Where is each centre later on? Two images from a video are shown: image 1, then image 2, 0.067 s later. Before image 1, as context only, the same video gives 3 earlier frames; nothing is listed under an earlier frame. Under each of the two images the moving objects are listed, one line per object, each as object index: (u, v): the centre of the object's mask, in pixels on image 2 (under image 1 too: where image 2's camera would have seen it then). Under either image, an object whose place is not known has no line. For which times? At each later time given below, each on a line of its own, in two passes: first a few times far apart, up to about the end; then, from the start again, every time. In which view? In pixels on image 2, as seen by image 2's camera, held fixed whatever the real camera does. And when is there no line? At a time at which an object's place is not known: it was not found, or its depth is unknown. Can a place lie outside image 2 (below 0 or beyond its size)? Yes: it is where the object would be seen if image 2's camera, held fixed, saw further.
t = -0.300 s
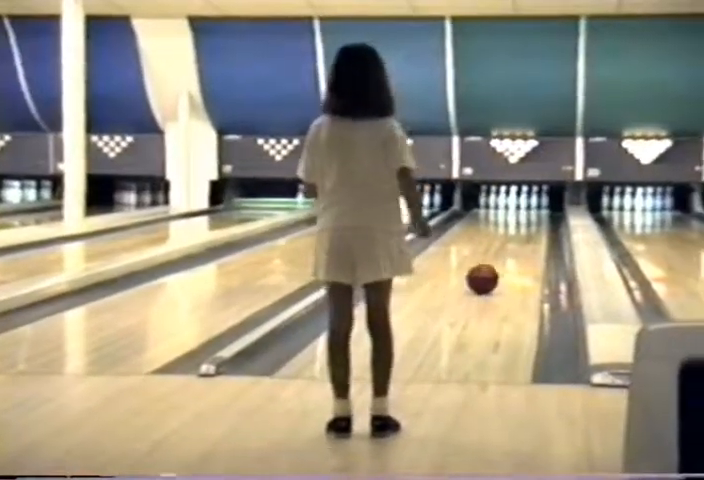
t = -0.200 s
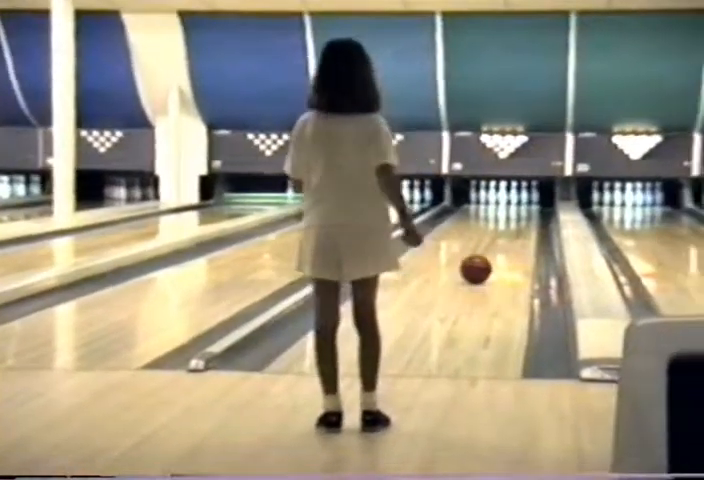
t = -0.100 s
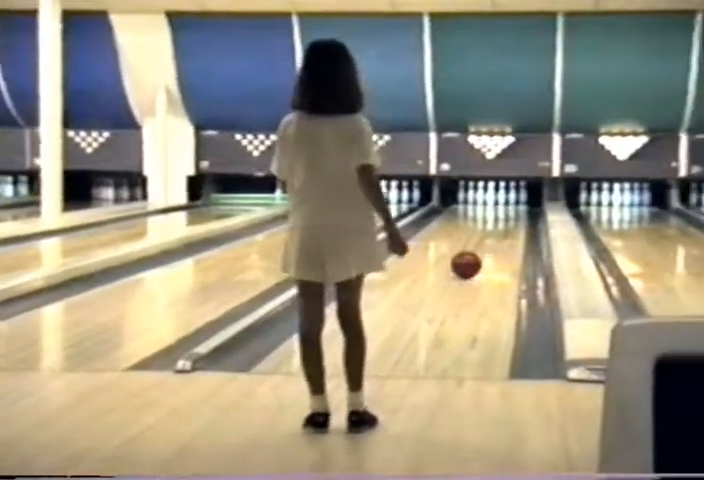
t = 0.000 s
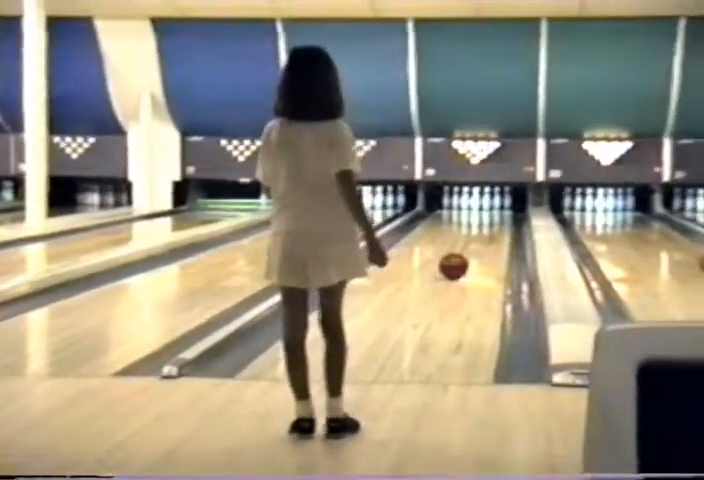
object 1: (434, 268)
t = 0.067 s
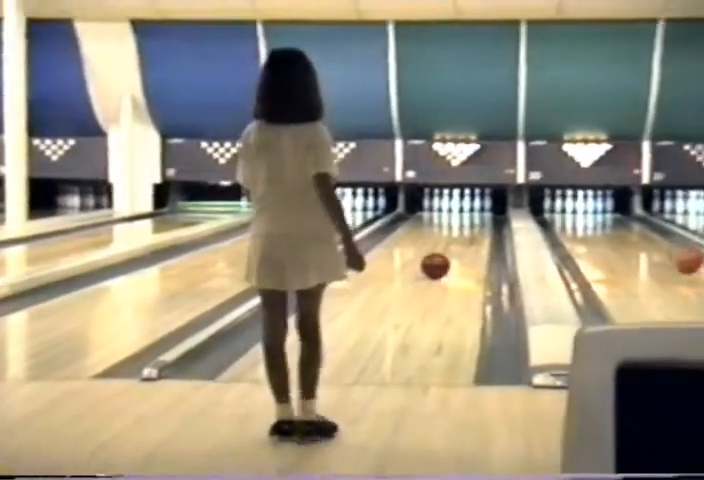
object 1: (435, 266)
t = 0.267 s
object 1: (439, 258)
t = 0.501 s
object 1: (442, 251)
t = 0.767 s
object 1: (443, 246)
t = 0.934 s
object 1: (443, 242)
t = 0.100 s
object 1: (435, 264)
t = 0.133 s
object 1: (436, 263)
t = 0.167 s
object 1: (437, 263)
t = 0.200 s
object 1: (438, 261)
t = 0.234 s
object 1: (438, 259)
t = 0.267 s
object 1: (439, 258)
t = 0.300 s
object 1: (439, 257)
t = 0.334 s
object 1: (439, 257)
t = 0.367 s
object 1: (440, 256)
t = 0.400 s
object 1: (441, 254)
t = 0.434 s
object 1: (441, 253)
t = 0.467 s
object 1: (441, 252)
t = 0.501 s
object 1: (442, 251)
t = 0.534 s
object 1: (442, 250)
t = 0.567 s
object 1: (442, 249)
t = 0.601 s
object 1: (442, 249)
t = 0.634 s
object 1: (442, 249)
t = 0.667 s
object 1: (442, 247)
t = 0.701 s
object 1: (443, 247)
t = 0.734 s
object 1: (443, 246)
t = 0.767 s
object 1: (443, 246)
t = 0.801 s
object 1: (443, 244)
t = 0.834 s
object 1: (443, 244)
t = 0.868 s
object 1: (443, 243)
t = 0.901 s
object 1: (443, 242)
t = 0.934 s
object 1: (443, 242)
